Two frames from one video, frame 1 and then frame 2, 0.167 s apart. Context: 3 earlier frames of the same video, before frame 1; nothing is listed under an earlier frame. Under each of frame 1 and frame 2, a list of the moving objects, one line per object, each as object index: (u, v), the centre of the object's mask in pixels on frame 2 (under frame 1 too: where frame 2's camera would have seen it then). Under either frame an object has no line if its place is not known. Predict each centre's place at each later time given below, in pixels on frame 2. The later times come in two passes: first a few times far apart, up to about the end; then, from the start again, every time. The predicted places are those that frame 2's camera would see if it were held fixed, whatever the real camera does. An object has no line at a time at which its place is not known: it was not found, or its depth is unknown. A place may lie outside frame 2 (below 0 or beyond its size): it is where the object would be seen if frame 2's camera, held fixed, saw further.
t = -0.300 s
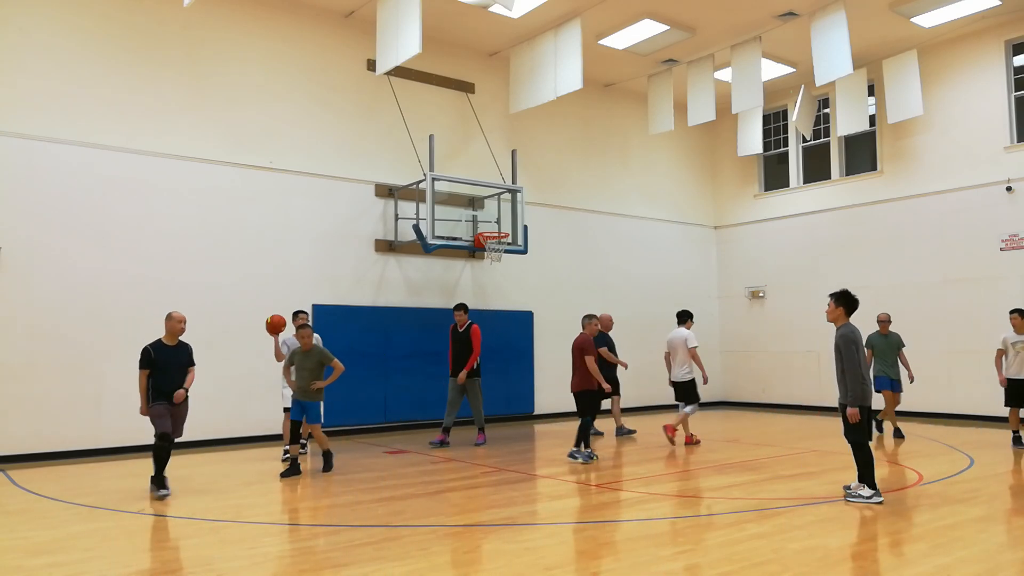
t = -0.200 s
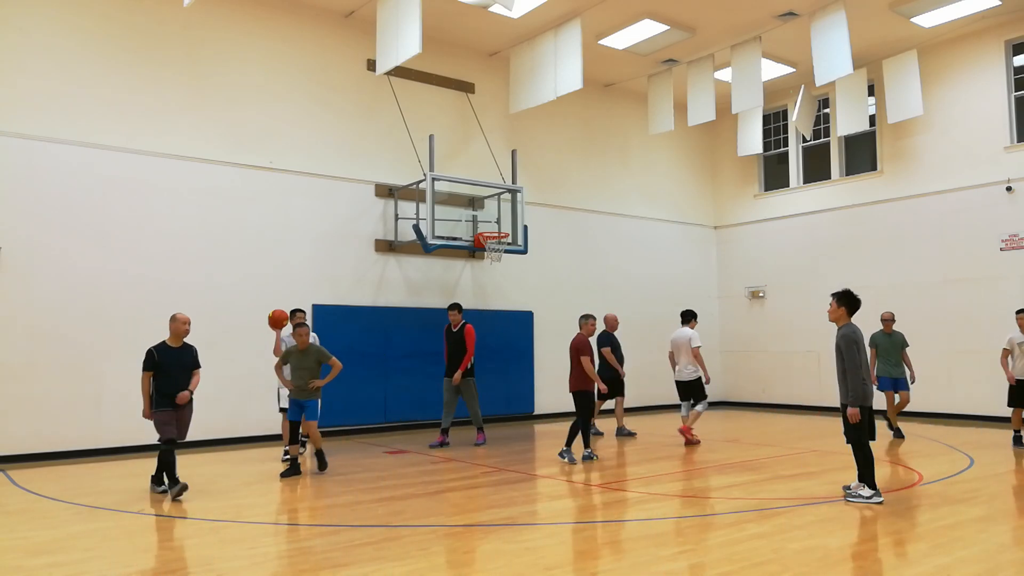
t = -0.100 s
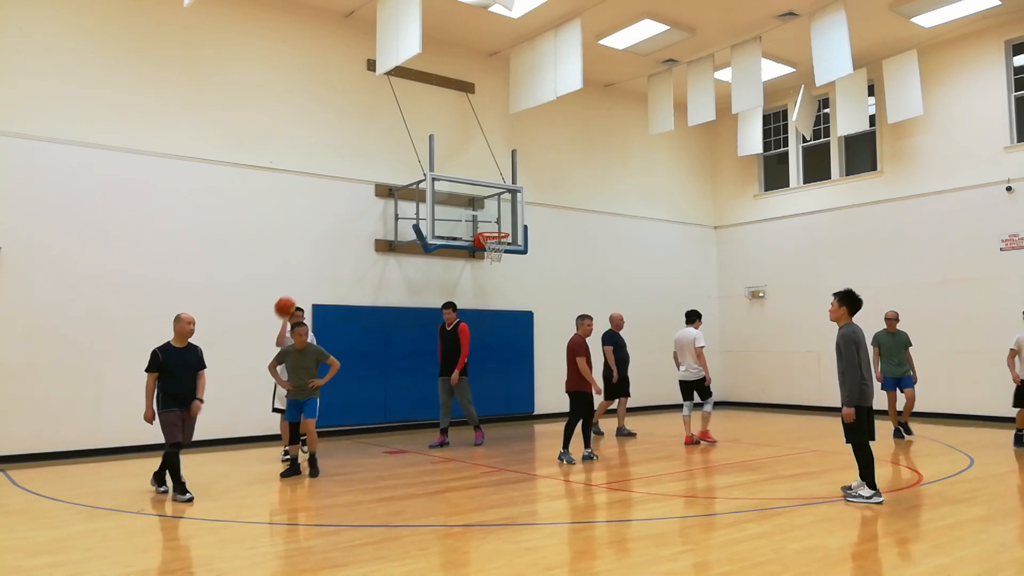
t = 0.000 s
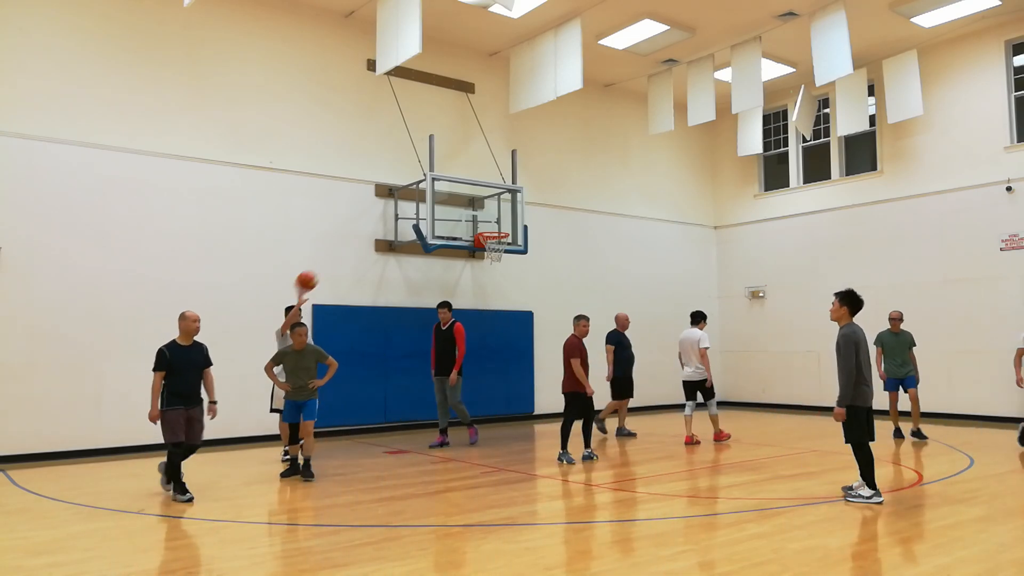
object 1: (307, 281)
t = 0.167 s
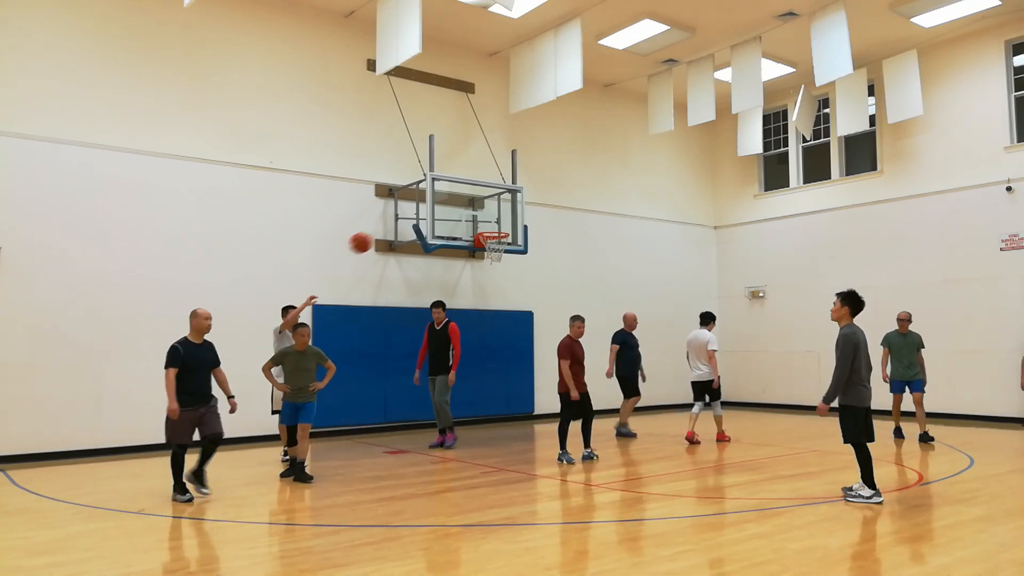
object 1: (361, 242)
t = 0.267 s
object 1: (395, 230)
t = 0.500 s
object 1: (479, 231)
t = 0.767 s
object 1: (586, 298)
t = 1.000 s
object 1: (691, 420)
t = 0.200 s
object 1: (372, 237)
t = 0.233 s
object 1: (383, 233)
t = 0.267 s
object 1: (395, 230)
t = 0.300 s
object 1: (406, 227)
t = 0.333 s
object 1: (418, 225)
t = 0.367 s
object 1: (430, 225)
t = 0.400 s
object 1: (442, 225)
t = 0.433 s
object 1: (454, 226)
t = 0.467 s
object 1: (467, 228)
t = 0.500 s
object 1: (479, 231)
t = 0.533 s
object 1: (491, 236)
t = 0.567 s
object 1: (505, 241)
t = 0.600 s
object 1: (517, 248)
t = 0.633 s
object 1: (532, 256)
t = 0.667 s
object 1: (544, 264)
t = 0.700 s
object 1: (558, 274)
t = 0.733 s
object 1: (572, 285)
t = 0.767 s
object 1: (586, 298)
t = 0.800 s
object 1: (600, 311)
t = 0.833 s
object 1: (616, 327)
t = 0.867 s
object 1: (628, 342)
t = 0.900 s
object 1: (643, 359)
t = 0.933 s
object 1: (659, 380)
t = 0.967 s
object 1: (675, 396)
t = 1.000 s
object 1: (691, 420)
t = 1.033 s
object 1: (706, 445)
